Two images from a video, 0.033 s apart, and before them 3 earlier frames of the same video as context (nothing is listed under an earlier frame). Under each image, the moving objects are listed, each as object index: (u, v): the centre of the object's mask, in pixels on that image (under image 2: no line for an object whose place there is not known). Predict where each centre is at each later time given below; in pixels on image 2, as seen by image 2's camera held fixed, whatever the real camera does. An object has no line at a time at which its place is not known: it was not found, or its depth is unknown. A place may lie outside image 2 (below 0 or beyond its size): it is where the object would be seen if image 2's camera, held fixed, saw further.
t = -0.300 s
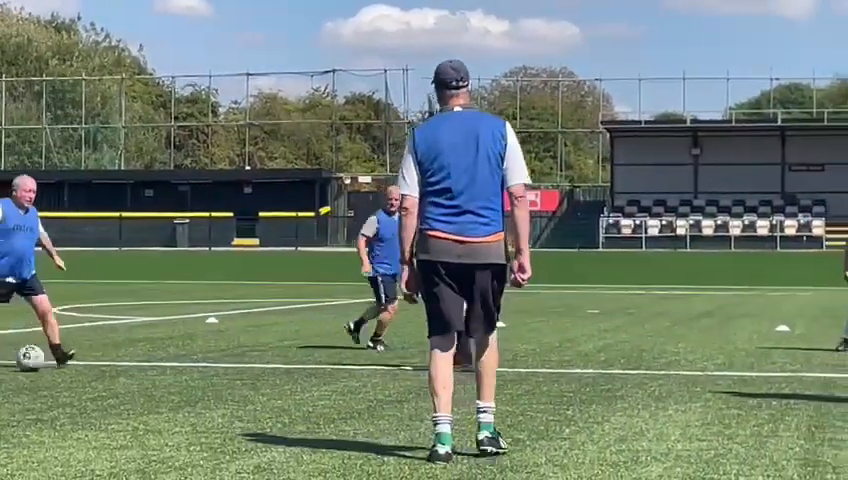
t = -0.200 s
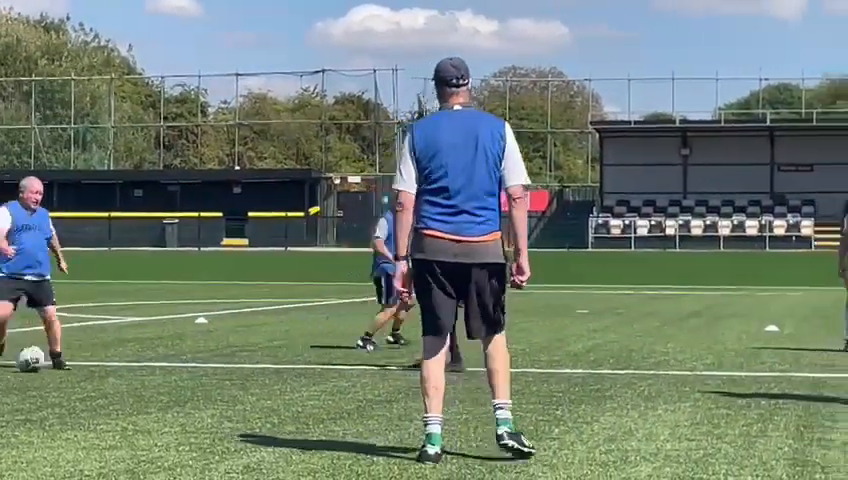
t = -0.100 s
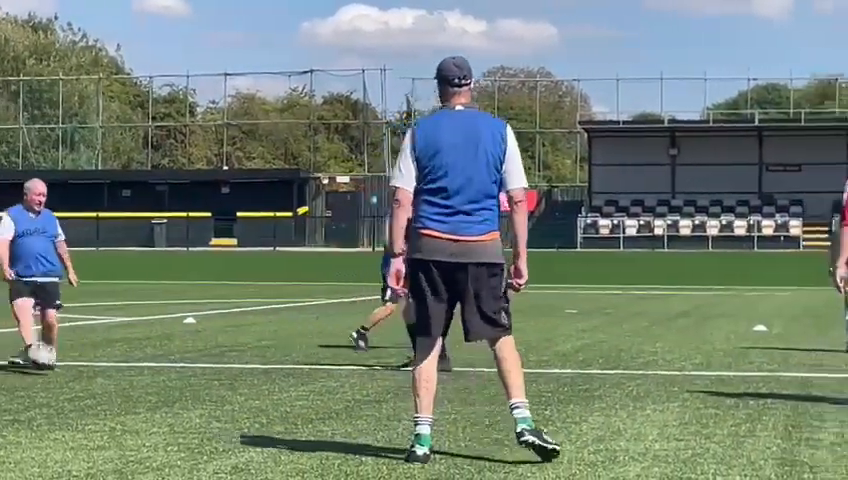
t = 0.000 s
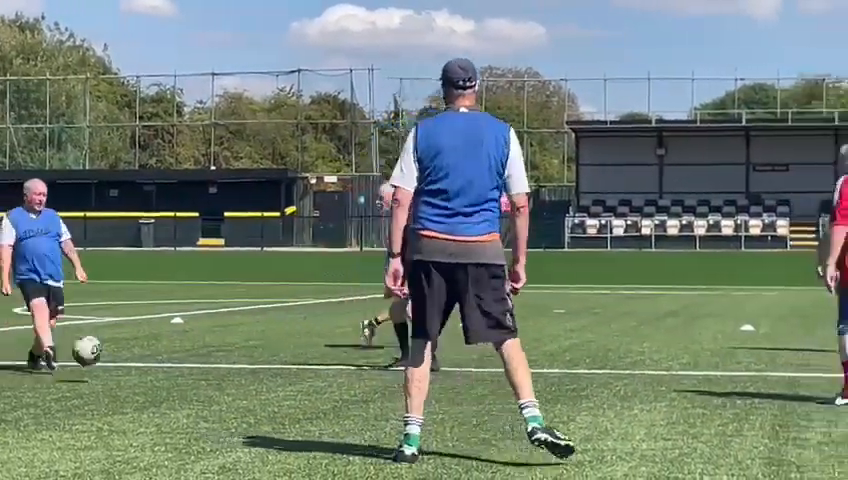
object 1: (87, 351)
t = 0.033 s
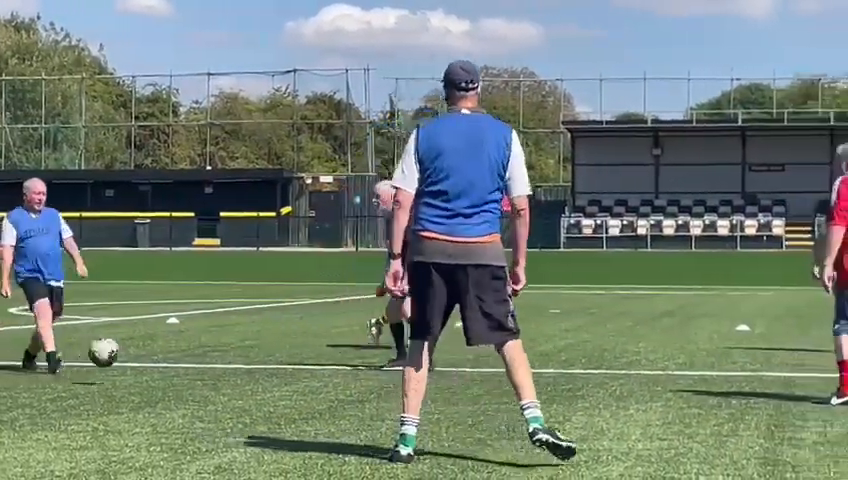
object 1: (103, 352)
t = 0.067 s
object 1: (125, 354)
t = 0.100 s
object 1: (147, 359)
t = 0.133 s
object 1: (170, 365)
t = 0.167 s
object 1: (193, 373)
